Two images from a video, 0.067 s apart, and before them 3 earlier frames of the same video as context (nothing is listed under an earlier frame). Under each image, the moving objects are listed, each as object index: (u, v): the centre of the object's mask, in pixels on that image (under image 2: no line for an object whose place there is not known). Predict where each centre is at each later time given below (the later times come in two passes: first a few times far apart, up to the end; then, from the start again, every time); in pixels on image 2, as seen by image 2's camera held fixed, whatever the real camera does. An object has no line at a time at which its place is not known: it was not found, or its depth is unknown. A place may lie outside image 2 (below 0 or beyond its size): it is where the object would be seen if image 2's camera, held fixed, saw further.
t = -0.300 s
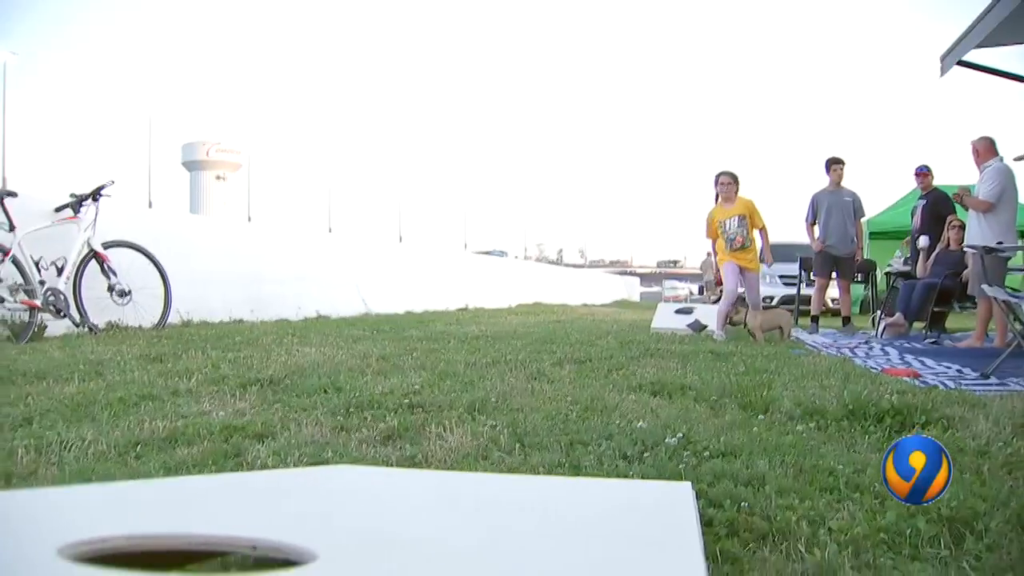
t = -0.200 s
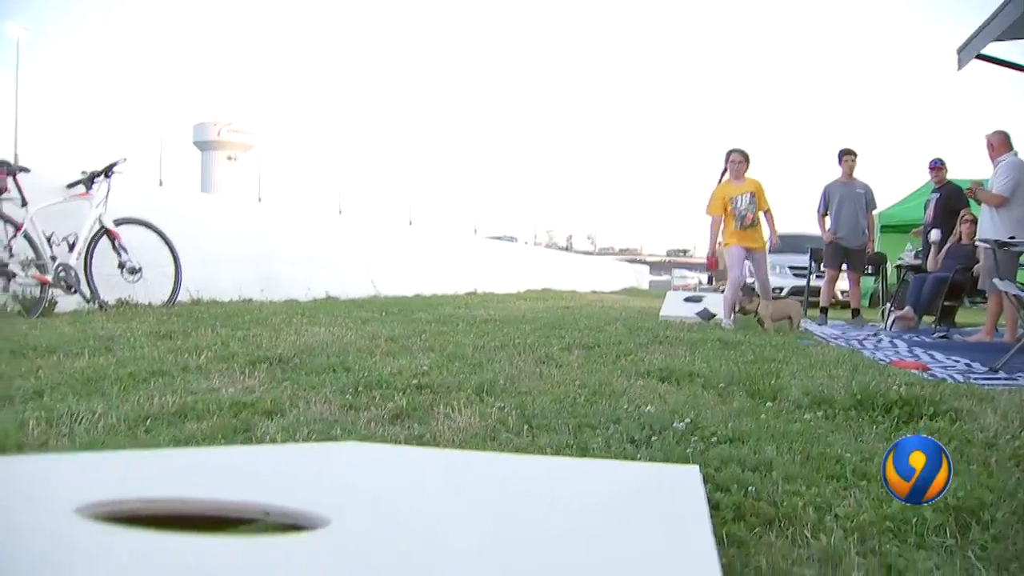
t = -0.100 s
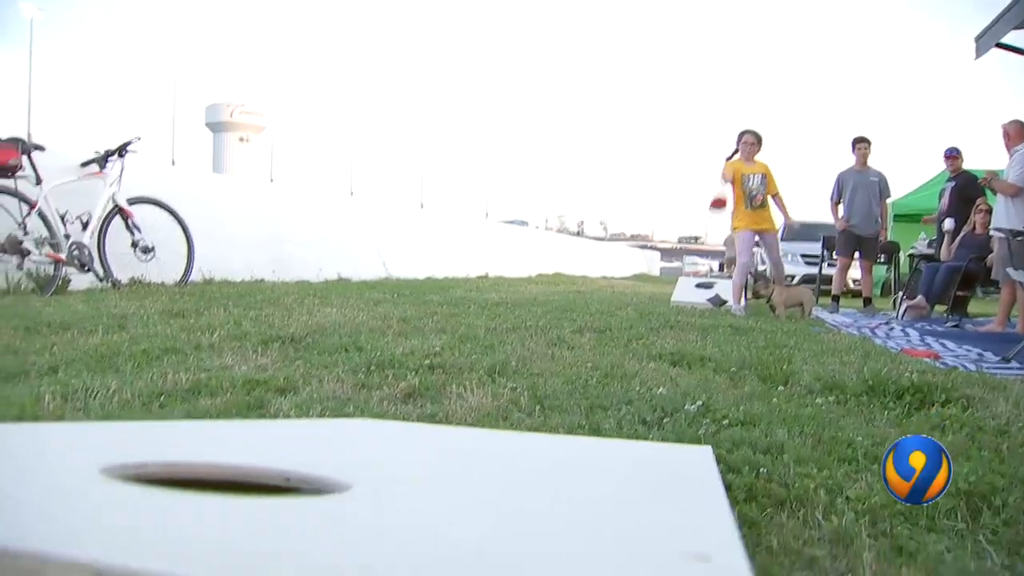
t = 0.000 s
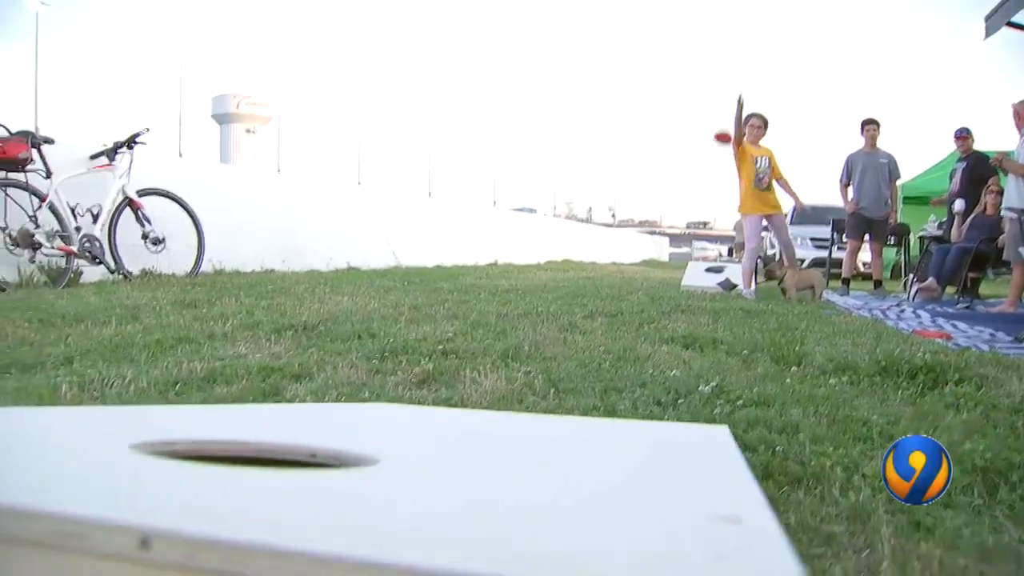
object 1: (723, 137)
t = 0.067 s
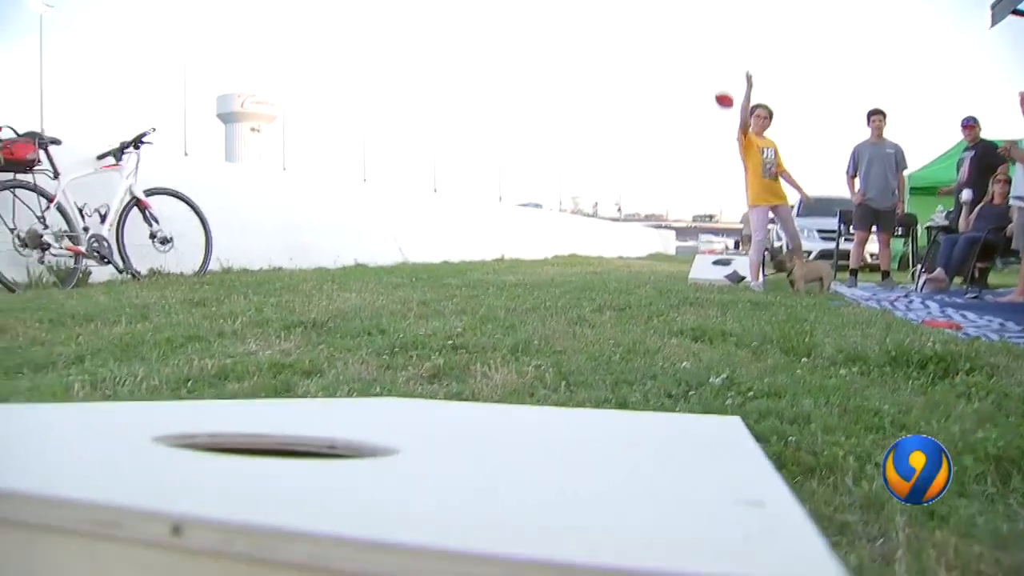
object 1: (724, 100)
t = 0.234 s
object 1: (707, 42)
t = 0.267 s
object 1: (703, 34)
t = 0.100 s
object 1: (721, 87)
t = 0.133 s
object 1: (718, 74)
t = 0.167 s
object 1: (714, 62)
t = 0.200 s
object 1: (711, 51)
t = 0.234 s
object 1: (707, 42)
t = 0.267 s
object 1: (703, 34)
